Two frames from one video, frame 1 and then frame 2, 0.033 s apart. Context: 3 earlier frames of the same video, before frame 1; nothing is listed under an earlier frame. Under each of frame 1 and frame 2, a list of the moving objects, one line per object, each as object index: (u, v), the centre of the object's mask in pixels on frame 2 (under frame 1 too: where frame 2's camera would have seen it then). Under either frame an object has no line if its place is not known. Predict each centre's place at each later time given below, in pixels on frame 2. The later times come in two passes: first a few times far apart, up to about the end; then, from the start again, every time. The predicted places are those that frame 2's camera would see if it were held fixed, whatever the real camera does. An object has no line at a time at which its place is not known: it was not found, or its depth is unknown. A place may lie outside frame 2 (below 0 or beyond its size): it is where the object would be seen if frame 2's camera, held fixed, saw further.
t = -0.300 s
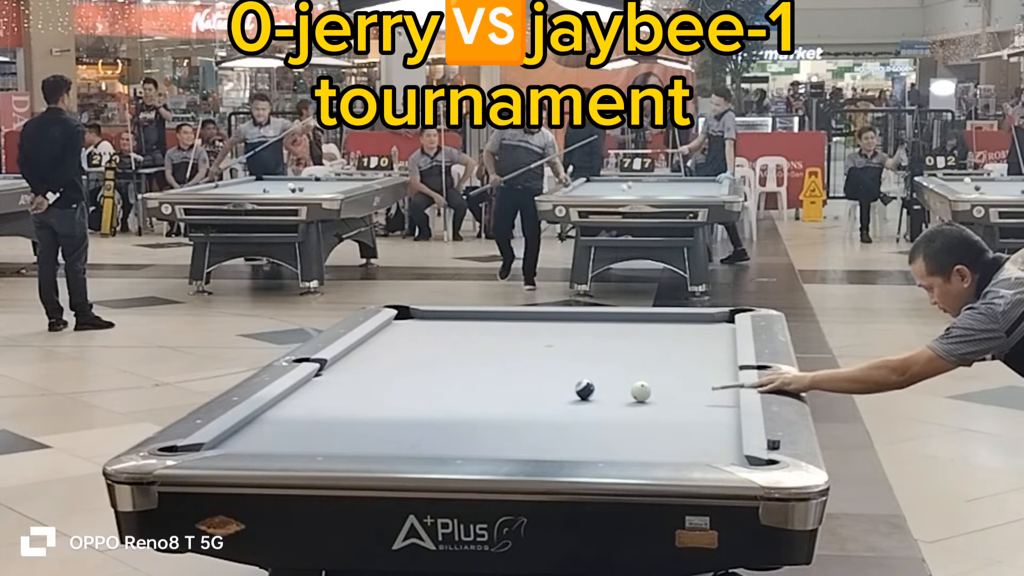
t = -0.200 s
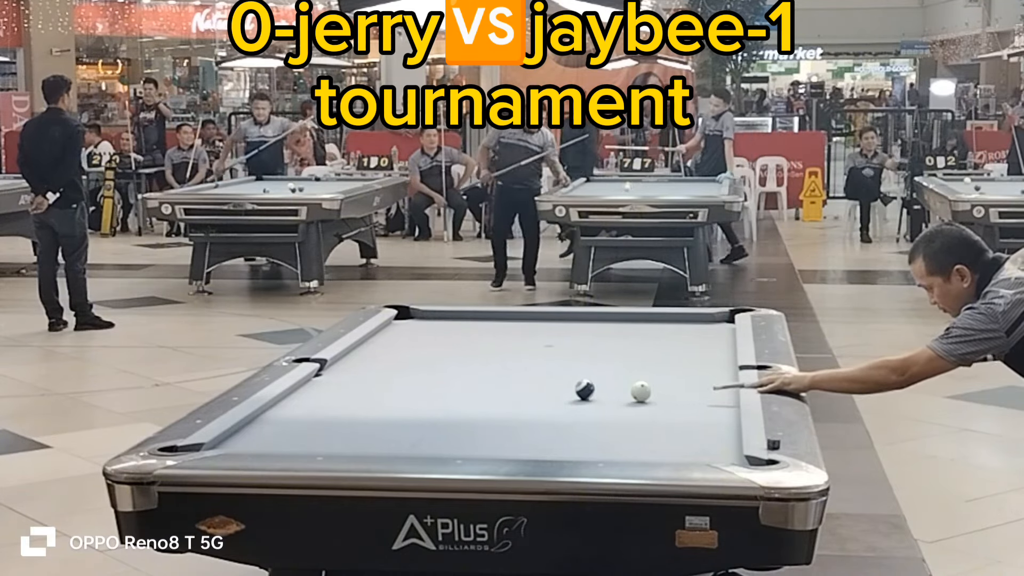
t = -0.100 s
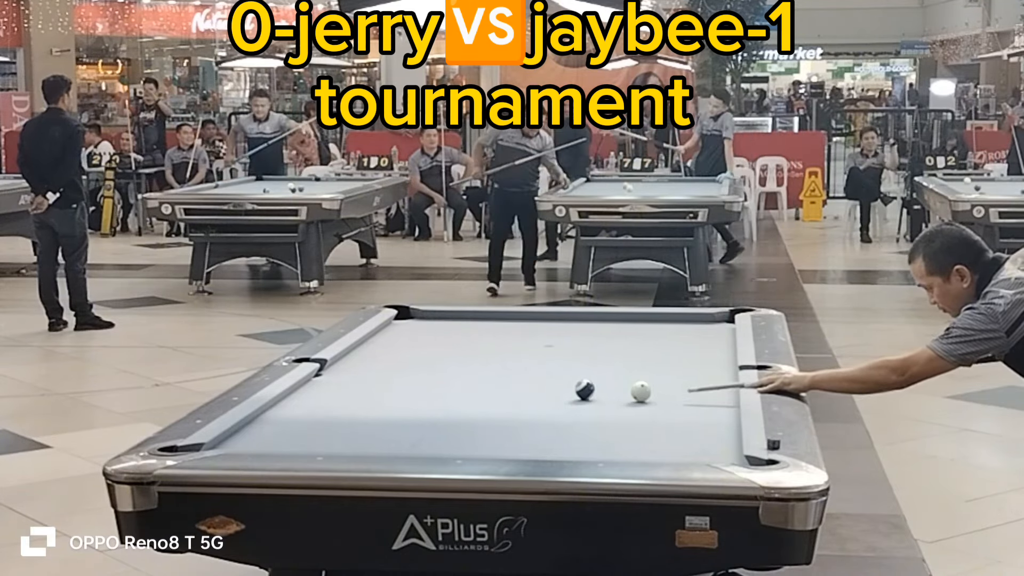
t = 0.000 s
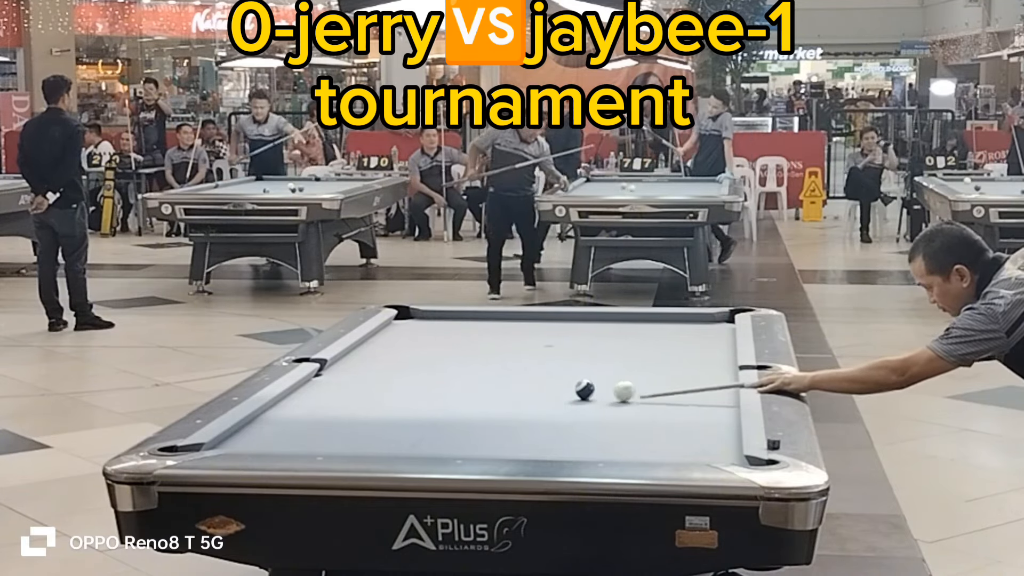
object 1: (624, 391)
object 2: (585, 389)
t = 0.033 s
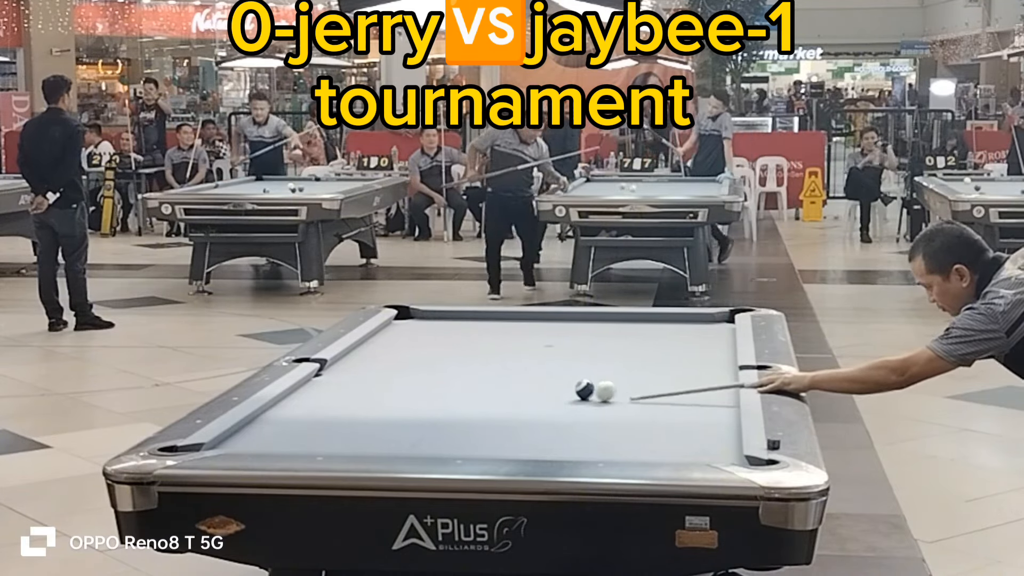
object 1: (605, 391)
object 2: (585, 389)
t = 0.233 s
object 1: (588, 397)
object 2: (515, 383)
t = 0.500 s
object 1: (576, 404)
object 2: (438, 376)
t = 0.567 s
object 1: (573, 406)
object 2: (420, 374)
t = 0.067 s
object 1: (599, 392)
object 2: (572, 388)
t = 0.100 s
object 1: (596, 393)
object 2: (560, 388)
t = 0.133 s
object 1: (594, 395)
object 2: (548, 386)
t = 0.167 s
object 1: (592, 396)
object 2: (536, 385)
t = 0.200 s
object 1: (590, 397)
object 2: (525, 384)
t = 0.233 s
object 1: (588, 397)
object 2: (515, 383)
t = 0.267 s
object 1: (587, 398)
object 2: (505, 382)
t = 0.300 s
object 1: (585, 399)
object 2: (496, 382)
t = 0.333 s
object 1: (584, 400)
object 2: (486, 380)
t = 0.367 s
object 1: (582, 401)
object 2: (476, 379)
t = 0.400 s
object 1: (581, 402)
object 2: (466, 379)
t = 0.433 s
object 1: (579, 403)
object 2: (456, 377)
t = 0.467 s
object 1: (577, 404)
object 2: (447, 376)
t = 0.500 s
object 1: (576, 404)
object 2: (438, 376)
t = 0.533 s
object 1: (574, 405)
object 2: (428, 375)
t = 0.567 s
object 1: (573, 406)
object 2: (420, 374)
